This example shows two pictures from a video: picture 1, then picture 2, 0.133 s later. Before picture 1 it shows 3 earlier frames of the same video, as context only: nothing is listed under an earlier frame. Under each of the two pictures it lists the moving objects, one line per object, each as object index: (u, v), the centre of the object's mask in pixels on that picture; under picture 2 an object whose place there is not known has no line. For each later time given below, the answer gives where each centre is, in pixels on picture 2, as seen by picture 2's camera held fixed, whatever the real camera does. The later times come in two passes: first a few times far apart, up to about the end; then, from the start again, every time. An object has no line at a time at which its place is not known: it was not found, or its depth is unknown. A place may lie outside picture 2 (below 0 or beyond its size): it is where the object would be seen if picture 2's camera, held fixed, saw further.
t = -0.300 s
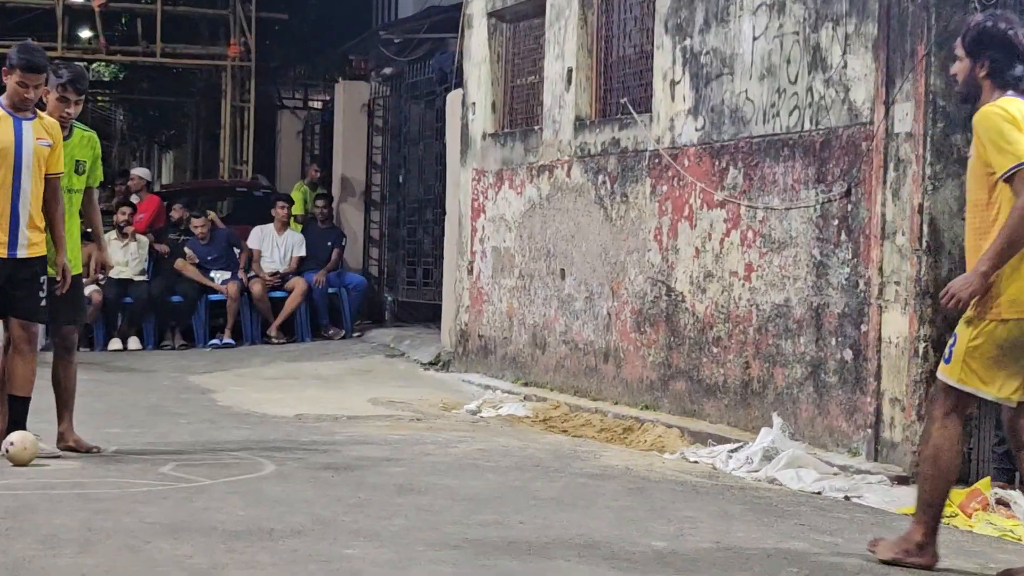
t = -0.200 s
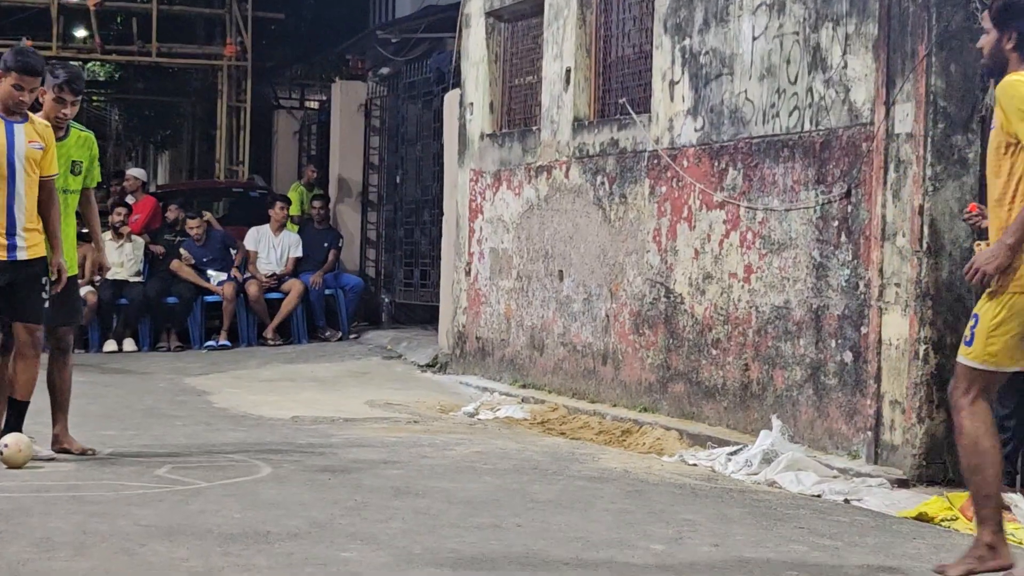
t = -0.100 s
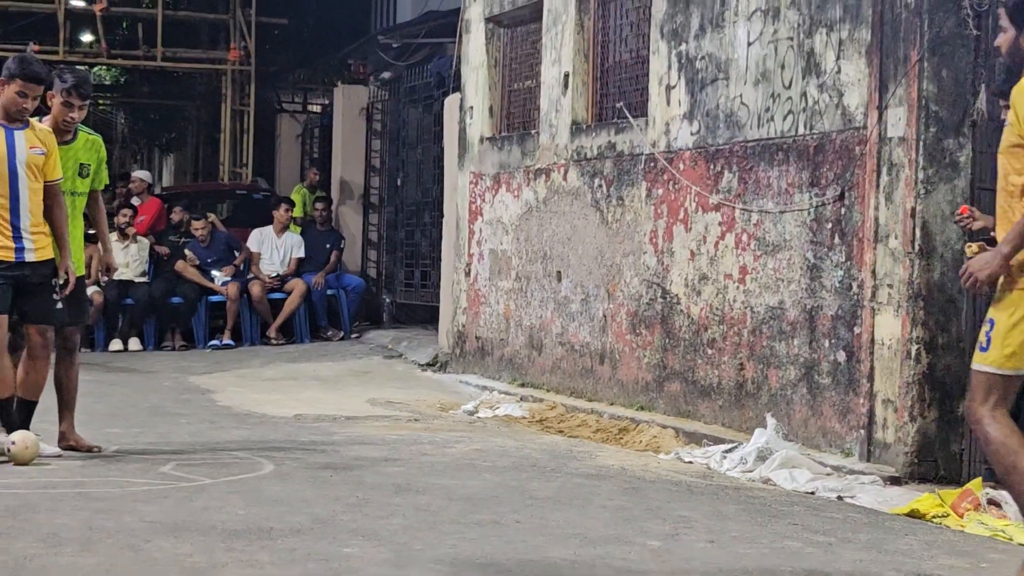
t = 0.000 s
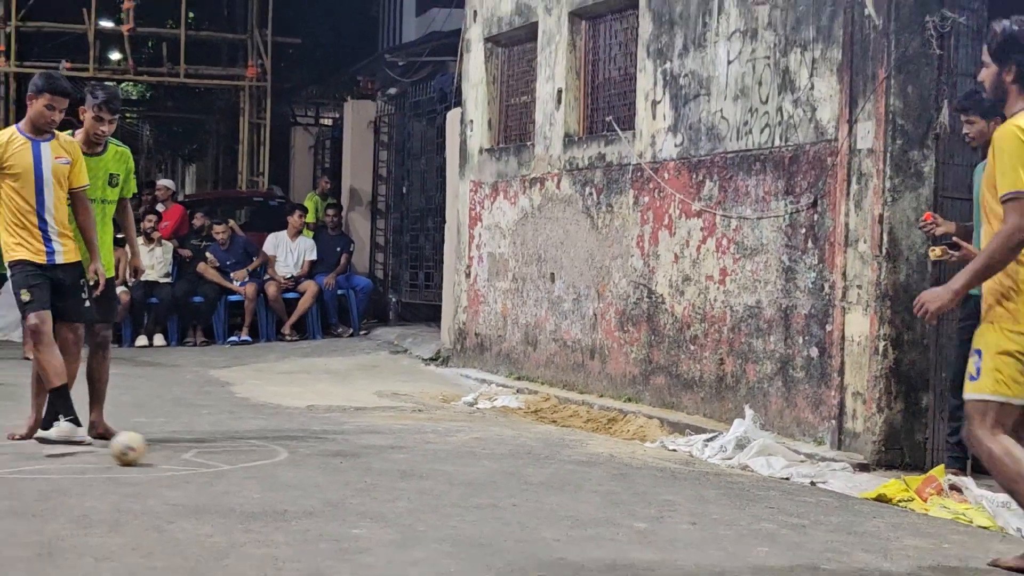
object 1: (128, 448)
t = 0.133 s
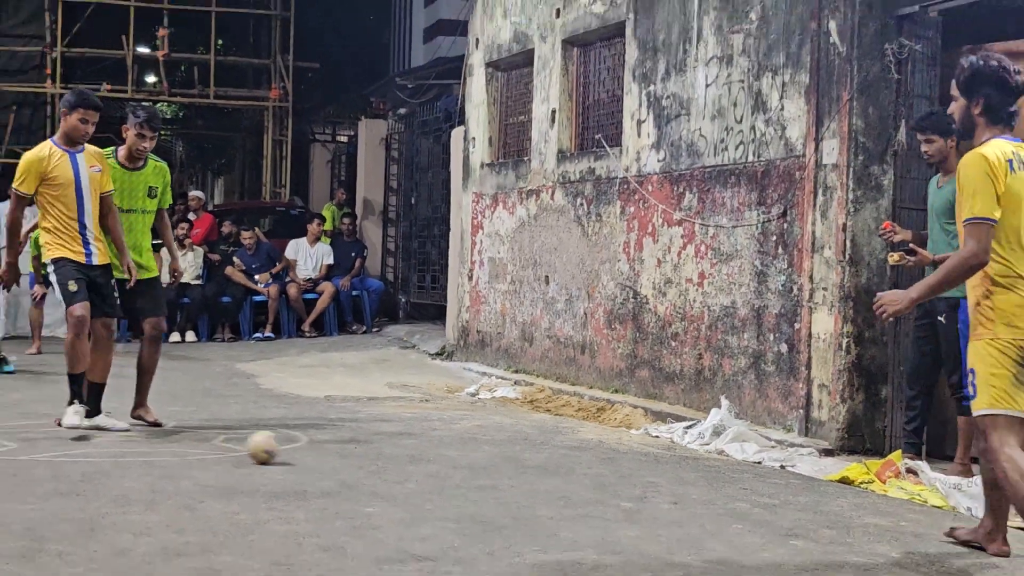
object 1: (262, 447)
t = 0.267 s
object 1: (366, 465)
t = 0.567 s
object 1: (583, 500)
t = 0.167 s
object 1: (289, 451)
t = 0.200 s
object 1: (315, 456)
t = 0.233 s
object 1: (340, 461)
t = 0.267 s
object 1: (366, 465)
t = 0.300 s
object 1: (392, 469)
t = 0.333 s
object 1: (416, 472)
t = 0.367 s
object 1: (442, 478)
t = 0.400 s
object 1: (465, 481)
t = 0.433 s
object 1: (488, 478)
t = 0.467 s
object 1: (511, 479)
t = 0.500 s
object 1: (532, 485)
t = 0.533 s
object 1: (557, 492)
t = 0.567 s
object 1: (583, 500)
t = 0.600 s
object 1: (607, 499)
